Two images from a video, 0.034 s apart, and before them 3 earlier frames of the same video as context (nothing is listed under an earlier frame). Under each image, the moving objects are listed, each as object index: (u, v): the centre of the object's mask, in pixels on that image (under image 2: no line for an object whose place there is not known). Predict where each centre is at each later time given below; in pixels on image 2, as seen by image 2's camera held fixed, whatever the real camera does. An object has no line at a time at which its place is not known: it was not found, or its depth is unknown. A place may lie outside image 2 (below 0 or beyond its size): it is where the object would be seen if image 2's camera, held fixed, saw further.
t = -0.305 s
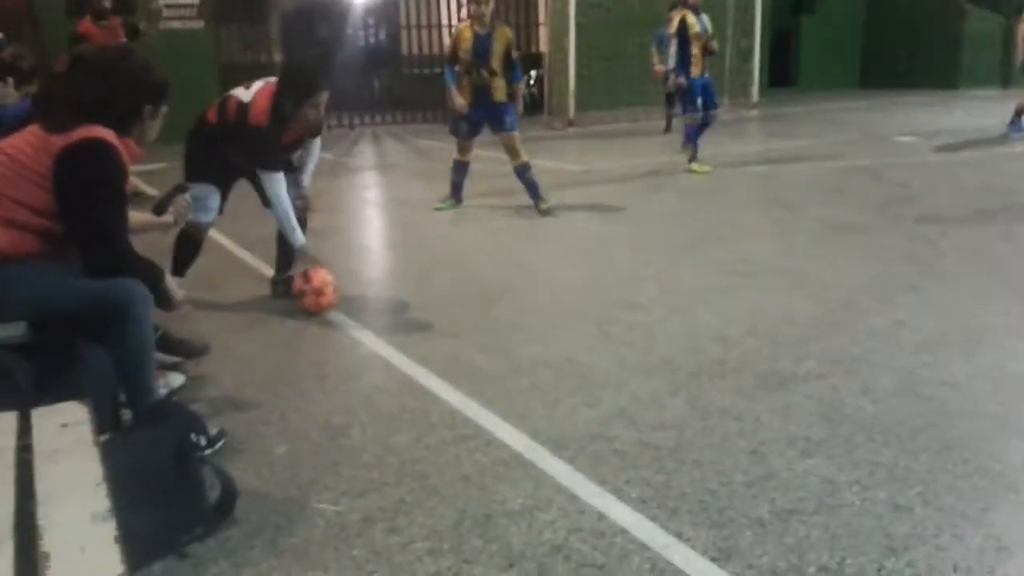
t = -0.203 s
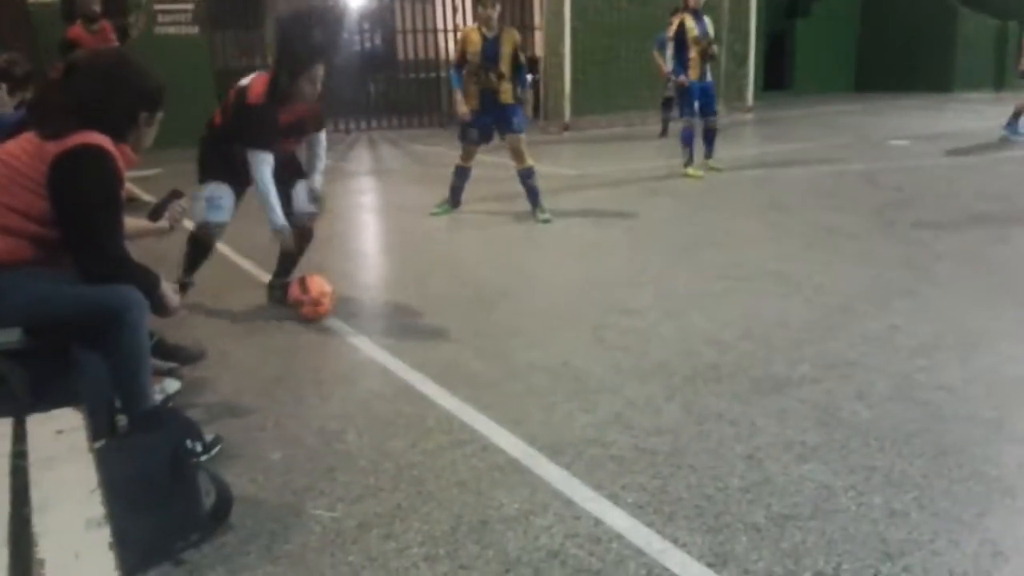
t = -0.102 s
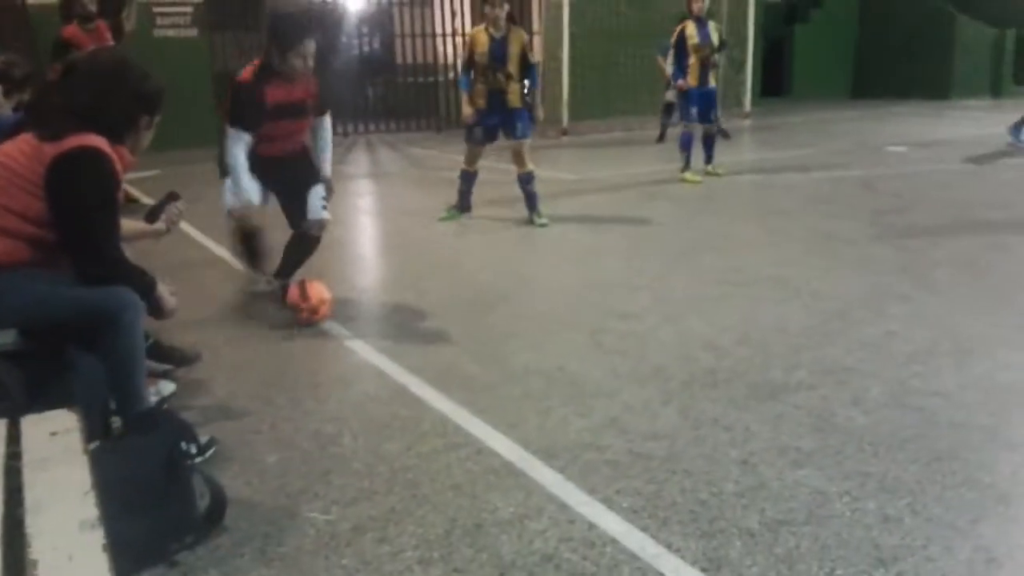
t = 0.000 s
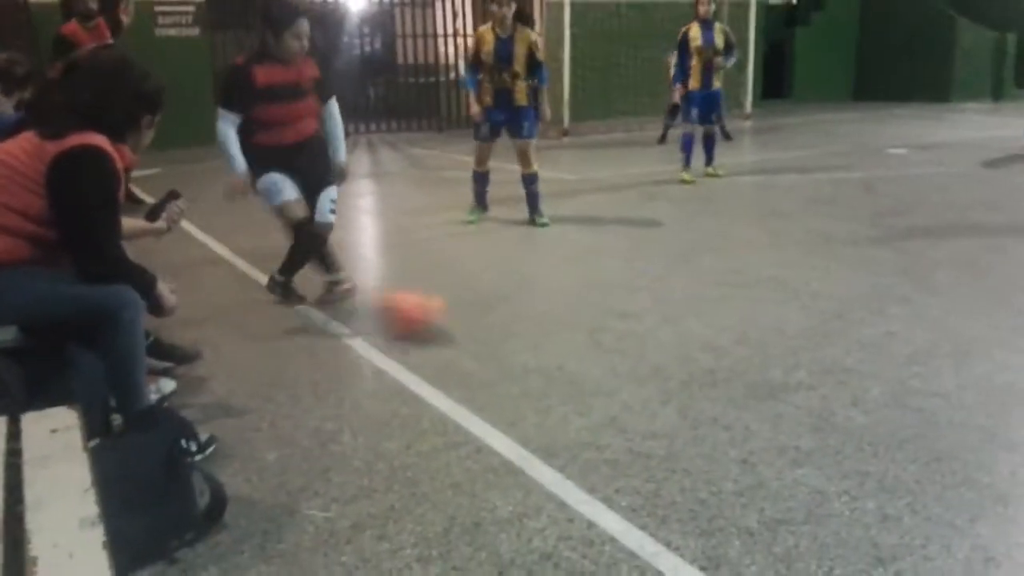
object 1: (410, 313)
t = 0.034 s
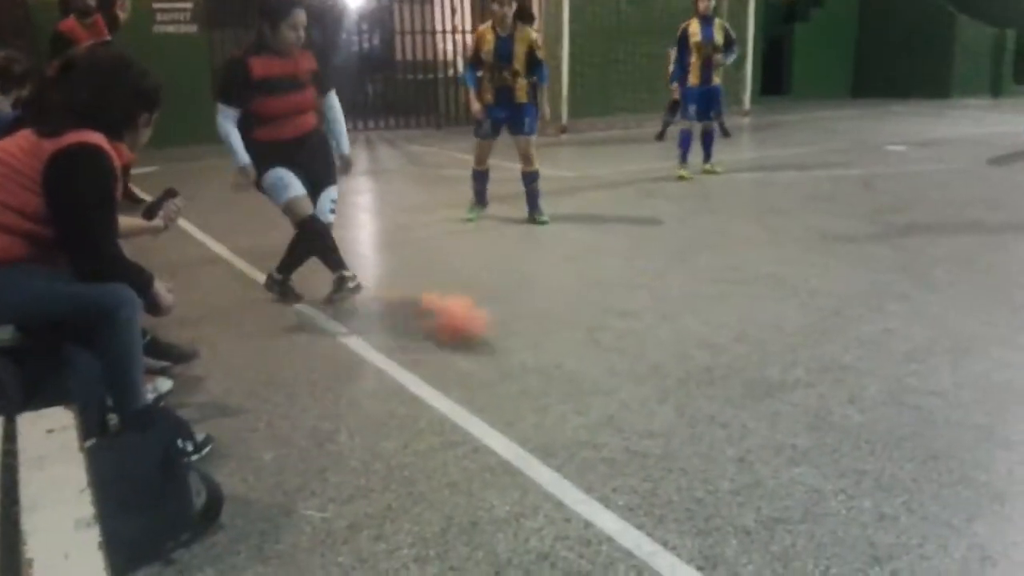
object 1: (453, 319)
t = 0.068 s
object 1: (507, 320)
